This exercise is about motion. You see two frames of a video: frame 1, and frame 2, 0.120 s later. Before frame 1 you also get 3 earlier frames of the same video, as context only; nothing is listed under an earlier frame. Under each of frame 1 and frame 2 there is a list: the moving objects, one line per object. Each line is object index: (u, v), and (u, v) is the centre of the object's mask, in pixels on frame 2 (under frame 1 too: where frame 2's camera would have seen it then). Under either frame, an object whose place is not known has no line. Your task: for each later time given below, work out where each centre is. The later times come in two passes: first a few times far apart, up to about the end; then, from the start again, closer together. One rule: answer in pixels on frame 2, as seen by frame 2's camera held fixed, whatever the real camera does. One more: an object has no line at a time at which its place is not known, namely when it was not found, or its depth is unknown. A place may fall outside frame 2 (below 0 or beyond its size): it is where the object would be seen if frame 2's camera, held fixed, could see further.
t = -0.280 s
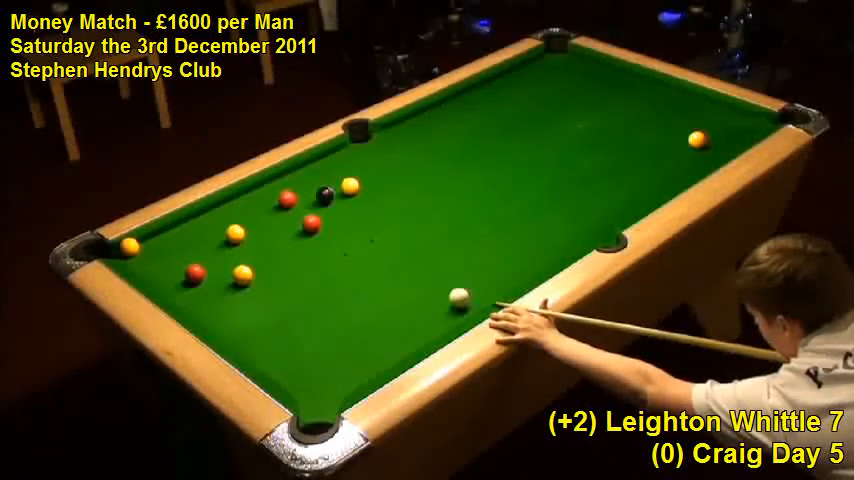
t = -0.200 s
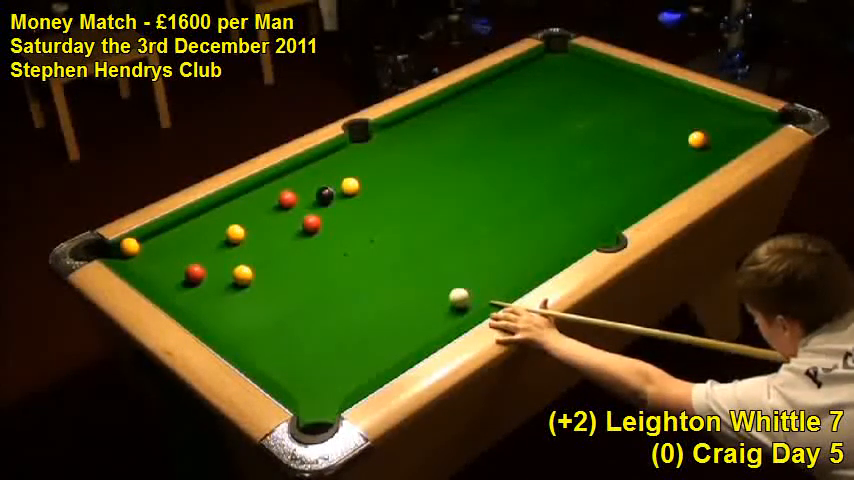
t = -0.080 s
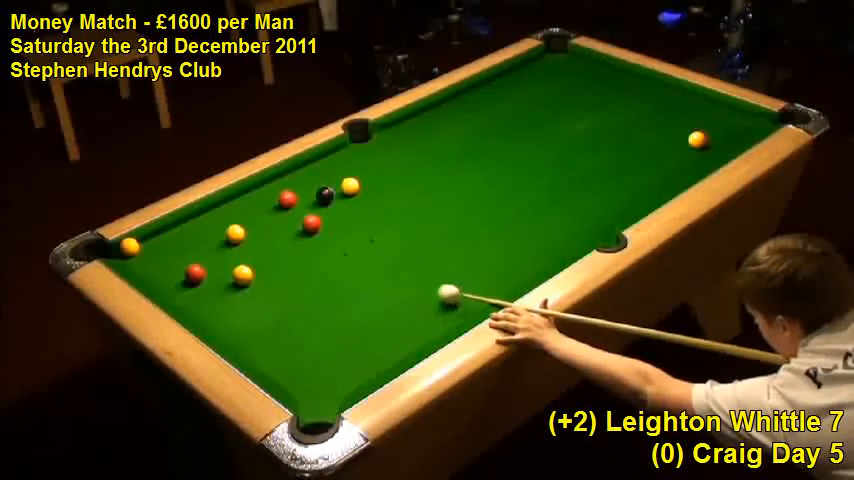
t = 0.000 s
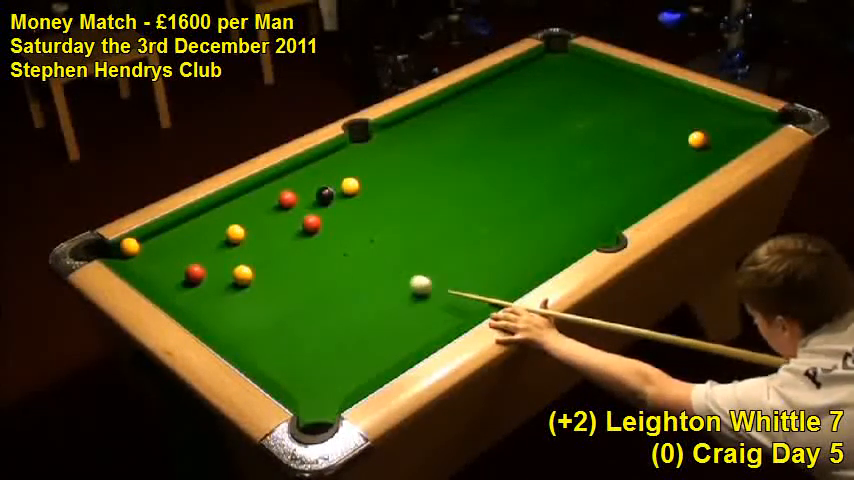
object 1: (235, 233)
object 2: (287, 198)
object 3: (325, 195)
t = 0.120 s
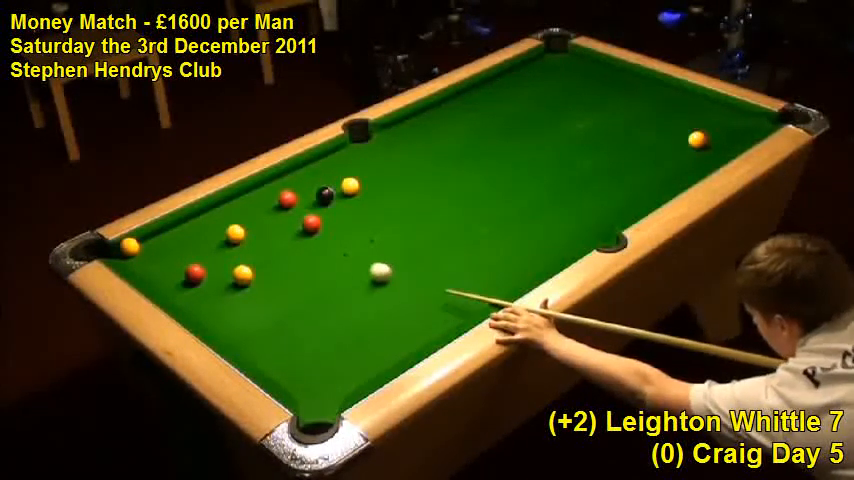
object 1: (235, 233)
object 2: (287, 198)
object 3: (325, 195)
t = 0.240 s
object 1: (235, 233)
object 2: (287, 198)
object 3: (325, 195)
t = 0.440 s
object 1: (235, 233)
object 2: (287, 198)
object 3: (324, 195)
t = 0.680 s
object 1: (213, 236)
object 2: (287, 198)
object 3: (324, 195)
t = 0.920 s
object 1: (180, 240)
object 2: (287, 198)
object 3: (324, 195)
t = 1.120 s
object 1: (153, 243)
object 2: (288, 198)
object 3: (324, 195)
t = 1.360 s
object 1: (144, 244)
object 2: (302, 196)
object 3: (324, 195)
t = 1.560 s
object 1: (140, 244)
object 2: (309, 194)
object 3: (328, 195)
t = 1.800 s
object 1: (136, 244)
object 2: (311, 193)
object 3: (333, 195)
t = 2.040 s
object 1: (136, 244)
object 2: (311, 193)
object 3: (336, 194)
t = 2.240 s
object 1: (136, 244)
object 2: (311, 193)
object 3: (339, 194)
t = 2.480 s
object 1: (136, 244)
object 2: (311, 193)
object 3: (339, 194)
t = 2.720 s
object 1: (135, 245)
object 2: (311, 194)
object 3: (339, 194)
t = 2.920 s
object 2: (311, 194)
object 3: (339, 194)
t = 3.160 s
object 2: (311, 194)
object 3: (339, 194)
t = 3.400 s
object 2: (311, 194)
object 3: (338, 194)
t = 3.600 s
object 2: (311, 194)
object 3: (338, 194)
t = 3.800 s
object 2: (311, 194)
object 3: (338, 194)
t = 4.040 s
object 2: (311, 194)
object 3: (338, 194)
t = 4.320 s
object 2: (311, 194)
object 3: (338, 194)
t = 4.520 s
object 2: (311, 194)
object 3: (338, 194)
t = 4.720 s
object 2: (311, 194)
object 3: (338, 194)
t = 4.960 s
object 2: (311, 194)
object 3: (338, 194)
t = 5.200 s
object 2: (311, 194)
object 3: (338, 194)
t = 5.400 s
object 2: (311, 194)
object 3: (338, 194)
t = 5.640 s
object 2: (311, 194)
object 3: (338, 194)
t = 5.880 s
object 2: (311, 194)
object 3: (338, 194)
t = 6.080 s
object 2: (311, 194)
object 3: (338, 194)
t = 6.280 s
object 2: (311, 193)
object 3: (338, 194)
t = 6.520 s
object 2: (311, 193)
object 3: (338, 194)
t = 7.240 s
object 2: (311, 193)
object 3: (338, 195)
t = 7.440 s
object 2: (311, 193)
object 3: (338, 195)
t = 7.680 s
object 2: (311, 193)
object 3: (338, 194)
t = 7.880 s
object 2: (311, 193)
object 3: (338, 194)
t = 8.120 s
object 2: (311, 194)
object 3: (338, 194)
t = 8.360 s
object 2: (311, 194)
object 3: (338, 194)
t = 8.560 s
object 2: (311, 194)
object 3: (338, 194)
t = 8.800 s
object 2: (311, 193)
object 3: (338, 194)
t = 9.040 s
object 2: (311, 194)
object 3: (338, 194)
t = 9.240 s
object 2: (311, 194)
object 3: (338, 194)
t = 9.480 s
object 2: (311, 194)
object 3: (338, 194)
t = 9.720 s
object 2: (311, 194)
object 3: (338, 194)
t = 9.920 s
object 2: (311, 194)
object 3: (339, 194)
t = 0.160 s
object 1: (235, 233)
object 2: (287, 198)
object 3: (325, 195)
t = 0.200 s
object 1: (235, 233)
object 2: (287, 198)
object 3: (325, 195)
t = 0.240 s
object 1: (235, 233)
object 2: (287, 198)
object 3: (325, 195)
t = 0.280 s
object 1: (235, 233)
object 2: (287, 198)
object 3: (325, 195)
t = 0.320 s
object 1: (235, 233)
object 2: (287, 198)
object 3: (325, 195)
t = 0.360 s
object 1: (235, 233)
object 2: (287, 198)
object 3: (325, 195)
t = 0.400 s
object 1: (235, 233)
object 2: (287, 198)
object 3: (325, 195)
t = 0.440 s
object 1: (235, 233)
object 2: (287, 198)
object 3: (324, 195)
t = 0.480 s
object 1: (235, 233)
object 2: (287, 198)
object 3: (324, 195)
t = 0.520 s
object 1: (235, 233)
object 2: (287, 198)
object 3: (324, 195)
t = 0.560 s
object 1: (232, 234)
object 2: (287, 198)
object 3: (324, 195)
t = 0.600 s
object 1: (225, 235)
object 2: (287, 198)
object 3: (324, 195)
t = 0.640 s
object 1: (219, 235)
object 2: (287, 198)
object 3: (324, 195)
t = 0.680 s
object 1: (213, 236)
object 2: (287, 198)
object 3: (324, 195)
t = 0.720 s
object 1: (208, 237)
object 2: (287, 198)
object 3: (324, 195)
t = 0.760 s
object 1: (202, 237)
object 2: (287, 198)
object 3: (324, 195)
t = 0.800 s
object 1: (196, 238)
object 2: (287, 198)
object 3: (324, 195)
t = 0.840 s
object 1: (191, 239)
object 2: (287, 198)
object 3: (324, 195)
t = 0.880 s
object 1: (185, 240)
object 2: (287, 198)
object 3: (324, 195)
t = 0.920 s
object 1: (180, 240)
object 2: (287, 198)
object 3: (324, 195)
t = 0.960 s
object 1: (175, 241)
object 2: (287, 198)
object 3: (324, 195)
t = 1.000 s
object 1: (169, 241)
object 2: (287, 198)
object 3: (324, 195)
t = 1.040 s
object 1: (164, 242)
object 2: (288, 198)
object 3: (324, 195)
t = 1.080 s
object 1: (159, 243)
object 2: (288, 198)
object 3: (324, 195)
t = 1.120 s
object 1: (153, 243)
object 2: (288, 198)
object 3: (324, 195)
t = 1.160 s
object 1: (148, 244)
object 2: (289, 198)
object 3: (324, 195)
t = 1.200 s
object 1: (147, 244)
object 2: (292, 198)
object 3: (324, 195)
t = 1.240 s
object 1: (146, 244)
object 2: (295, 197)
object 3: (324, 195)
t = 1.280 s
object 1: (145, 244)
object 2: (297, 197)
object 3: (324, 195)
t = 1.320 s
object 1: (145, 244)
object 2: (300, 196)
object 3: (324, 195)
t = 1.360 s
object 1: (144, 244)
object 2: (302, 196)
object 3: (324, 195)
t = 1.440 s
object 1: (142, 244)
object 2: (307, 195)
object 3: (325, 195)
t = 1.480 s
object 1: (141, 244)
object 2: (308, 195)
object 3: (326, 195)
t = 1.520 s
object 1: (140, 244)
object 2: (309, 195)
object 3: (327, 195)
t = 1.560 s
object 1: (140, 244)
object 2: (309, 194)
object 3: (328, 195)
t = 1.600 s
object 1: (139, 244)
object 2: (309, 194)
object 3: (328, 195)
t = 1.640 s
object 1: (138, 244)
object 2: (310, 194)
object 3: (329, 195)
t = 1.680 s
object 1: (138, 244)
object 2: (310, 194)
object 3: (330, 195)
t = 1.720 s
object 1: (137, 244)
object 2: (311, 194)
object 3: (331, 195)
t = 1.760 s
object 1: (137, 244)
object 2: (310, 194)
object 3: (332, 195)
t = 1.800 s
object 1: (136, 244)
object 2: (311, 193)
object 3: (333, 195)
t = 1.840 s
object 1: (136, 244)
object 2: (311, 193)
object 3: (334, 195)
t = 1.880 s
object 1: (136, 244)
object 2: (311, 193)
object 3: (335, 195)
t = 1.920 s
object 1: (136, 244)
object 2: (311, 193)
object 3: (335, 194)
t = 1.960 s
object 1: (136, 244)
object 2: (311, 193)
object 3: (336, 194)
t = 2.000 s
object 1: (136, 244)
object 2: (311, 193)
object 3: (336, 194)
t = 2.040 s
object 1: (136, 244)
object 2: (311, 193)
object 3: (336, 194)
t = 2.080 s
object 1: (136, 244)
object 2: (311, 193)
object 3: (337, 194)
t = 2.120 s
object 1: (136, 244)
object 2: (311, 193)
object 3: (338, 194)
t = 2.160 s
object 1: (136, 244)
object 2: (311, 193)
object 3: (338, 194)
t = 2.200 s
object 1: (136, 244)
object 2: (311, 193)
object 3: (338, 194)
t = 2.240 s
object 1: (136, 244)
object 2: (311, 193)
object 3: (339, 194)
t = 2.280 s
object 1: (136, 244)
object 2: (311, 193)
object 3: (339, 194)
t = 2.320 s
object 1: (136, 244)
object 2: (311, 193)
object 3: (339, 194)
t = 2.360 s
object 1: (136, 245)
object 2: (311, 193)
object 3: (339, 194)
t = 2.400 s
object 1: (136, 244)
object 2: (311, 193)
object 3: (339, 194)
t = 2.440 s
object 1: (136, 244)
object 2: (311, 193)
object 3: (339, 194)
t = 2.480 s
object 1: (136, 244)
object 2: (311, 193)
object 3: (339, 194)
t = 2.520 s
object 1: (136, 244)
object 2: (311, 193)
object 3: (339, 194)
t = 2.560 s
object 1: (136, 244)
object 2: (311, 193)
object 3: (339, 194)
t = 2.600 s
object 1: (136, 244)
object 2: (311, 193)
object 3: (339, 194)
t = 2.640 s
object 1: (136, 244)
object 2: (311, 194)
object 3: (339, 194)
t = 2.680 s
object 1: (136, 244)
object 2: (311, 194)
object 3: (339, 194)
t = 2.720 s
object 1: (135, 245)
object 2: (311, 194)
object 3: (339, 194)
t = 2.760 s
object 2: (311, 193)
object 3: (339, 194)
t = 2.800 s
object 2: (311, 193)
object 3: (339, 194)
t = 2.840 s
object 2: (311, 193)
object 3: (339, 194)
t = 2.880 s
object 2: (311, 194)
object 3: (339, 194)
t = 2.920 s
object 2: (311, 194)
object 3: (339, 194)
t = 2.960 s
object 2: (311, 194)
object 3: (339, 194)
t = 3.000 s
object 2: (311, 194)
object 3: (338, 194)
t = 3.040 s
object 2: (311, 194)
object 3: (339, 194)
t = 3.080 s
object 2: (311, 194)
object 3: (339, 194)
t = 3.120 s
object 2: (311, 194)
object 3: (338, 194)
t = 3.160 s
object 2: (311, 194)
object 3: (339, 194)
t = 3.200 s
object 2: (311, 194)
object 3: (338, 194)
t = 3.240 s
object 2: (311, 194)
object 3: (338, 194)
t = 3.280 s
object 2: (311, 194)
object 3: (338, 194)
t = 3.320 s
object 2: (311, 194)
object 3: (338, 194)
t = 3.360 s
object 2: (311, 194)
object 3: (338, 194)
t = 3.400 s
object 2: (311, 194)
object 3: (338, 194)
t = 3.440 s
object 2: (311, 194)
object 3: (338, 194)
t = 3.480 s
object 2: (311, 194)
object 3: (338, 194)
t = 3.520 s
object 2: (311, 194)
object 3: (338, 194)
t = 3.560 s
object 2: (311, 194)
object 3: (338, 194)
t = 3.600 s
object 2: (311, 194)
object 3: (338, 194)
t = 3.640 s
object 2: (311, 194)
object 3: (338, 194)
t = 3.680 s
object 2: (311, 194)
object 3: (338, 194)
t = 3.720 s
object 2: (311, 194)
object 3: (338, 194)
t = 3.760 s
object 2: (311, 194)
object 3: (338, 194)
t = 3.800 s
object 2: (311, 194)
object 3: (338, 194)
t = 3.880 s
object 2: (311, 194)
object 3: (338, 194)
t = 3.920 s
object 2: (311, 194)
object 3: (338, 194)
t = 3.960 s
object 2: (311, 194)
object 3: (338, 194)
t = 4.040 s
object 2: (311, 194)
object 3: (338, 194)
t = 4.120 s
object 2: (311, 194)
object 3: (338, 194)
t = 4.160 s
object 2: (311, 194)
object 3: (338, 194)
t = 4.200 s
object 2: (311, 194)
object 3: (338, 194)
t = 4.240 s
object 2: (311, 194)
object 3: (338, 194)
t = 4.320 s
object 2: (311, 194)
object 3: (338, 194)
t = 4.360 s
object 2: (311, 194)
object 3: (338, 194)
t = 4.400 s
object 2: (311, 194)
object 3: (338, 194)
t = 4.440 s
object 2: (311, 194)
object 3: (338, 194)
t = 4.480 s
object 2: (311, 194)
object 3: (338, 194)
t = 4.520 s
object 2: (311, 194)
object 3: (338, 194)
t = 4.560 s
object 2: (311, 194)
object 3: (338, 194)
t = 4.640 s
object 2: (311, 194)
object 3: (338, 194)
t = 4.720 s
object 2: (311, 194)
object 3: (338, 194)
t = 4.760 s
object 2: (311, 194)
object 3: (338, 194)
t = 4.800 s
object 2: (311, 194)
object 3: (338, 194)
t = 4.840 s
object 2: (311, 194)
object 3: (338, 194)
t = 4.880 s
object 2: (311, 194)
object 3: (338, 194)
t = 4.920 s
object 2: (311, 194)
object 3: (338, 194)
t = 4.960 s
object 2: (311, 194)
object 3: (338, 194)
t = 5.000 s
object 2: (311, 194)
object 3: (338, 194)
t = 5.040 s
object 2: (311, 194)
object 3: (338, 194)
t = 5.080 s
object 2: (311, 194)
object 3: (338, 194)
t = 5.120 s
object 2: (311, 194)
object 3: (338, 194)
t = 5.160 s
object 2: (311, 194)
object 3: (338, 194)
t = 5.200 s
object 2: (311, 194)
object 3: (338, 194)
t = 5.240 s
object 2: (311, 194)
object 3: (338, 194)
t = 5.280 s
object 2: (311, 194)
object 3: (338, 194)
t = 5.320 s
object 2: (311, 194)
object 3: (338, 194)
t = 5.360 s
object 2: (311, 194)
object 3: (338, 194)
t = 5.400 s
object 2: (311, 194)
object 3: (338, 194)
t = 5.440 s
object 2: (311, 194)
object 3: (338, 194)
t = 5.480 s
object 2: (311, 194)
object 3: (338, 194)
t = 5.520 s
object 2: (311, 194)
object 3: (338, 194)
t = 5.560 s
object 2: (311, 194)
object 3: (338, 194)
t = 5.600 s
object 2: (311, 194)
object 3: (338, 194)
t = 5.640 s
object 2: (311, 194)
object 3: (338, 194)
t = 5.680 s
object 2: (311, 194)
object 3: (338, 194)
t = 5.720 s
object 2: (311, 194)
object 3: (338, 194)
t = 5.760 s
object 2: (311, 194)
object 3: (338, 194)
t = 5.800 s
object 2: (311, 194)
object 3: (338, 194)
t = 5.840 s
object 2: (311, 194)
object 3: (338, 194)
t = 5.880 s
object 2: (311, 194)
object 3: (338, 194)
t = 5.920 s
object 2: (311, 194)
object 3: (338, 194)
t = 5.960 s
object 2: (311, 194)
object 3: (338, 194)
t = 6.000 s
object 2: (311, 194)
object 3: (338, 194)
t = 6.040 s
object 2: (311, 194)
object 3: (338, 194)
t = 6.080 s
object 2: (311, 194)
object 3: (338, 194)
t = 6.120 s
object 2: (311, 194)
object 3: (338, 194)
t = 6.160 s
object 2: (311, 194)
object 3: (338, 194)
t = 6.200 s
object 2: (311, 193)
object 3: (338, 194)
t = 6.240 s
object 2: (311, 193)
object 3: (338, 194)
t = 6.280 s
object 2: (311, 193)
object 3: (338, 194)
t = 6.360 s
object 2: (311, 193)
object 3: (338, 194)
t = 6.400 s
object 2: (311, 193)
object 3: (338, 193)
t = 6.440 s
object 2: (311, 193)
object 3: (338, 194)
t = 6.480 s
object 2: (311, 193)
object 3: (338, 194)
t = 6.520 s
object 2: (311, 193)
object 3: (338, 194)
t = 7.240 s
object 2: (311, 193)
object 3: (338, 195)
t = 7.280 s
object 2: (311, 193)
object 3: (338, 195)
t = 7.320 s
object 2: (311, 193)
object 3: (338, 195)
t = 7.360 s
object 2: (311, 193)
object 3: (338, 194)
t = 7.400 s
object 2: (311, 193)
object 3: (338, 195)
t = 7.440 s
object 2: (311, 193)
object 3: (338, 195)
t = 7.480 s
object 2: (311, 193)
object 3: (338, 194)
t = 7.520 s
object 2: (311, 193)
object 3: (338, 194)
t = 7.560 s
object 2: (311, 193)
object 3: (338, 194)
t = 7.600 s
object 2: (311, 193)
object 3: (338, 194)
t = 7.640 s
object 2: (311, 193)
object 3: (338, 194)
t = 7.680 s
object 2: (311, 193)
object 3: (338, 194)
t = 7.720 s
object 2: (311, 193)
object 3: (338, 194)
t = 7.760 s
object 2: (311, 193)
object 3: (338, 194)
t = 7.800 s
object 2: (311, 193)
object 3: (338, 194)
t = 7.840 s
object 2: (311, 193)
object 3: (338, 194)
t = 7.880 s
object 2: (311, 193)
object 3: (338, 194)
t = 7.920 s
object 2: (311, 193)
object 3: (338, 194)
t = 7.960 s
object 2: (311, 194)
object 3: (338, 194)
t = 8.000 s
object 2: (311, 194)
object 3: (338, 194)
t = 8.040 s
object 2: (311, 194)
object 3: (338, 194)
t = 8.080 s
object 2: (311, 194)
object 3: (338, 194)
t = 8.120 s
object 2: (311, 194)
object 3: (338, 194)
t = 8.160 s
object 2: (311, 194)
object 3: (338, 194)
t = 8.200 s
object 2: (311, 194)
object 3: (338, 194)
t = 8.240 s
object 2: (311, 194)
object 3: (338, 194)
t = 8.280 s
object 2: (311, 194)
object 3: (338, 194)
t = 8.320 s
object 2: (311, 194)
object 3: (338, 194)
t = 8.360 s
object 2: (311, 194)
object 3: (338, 194)
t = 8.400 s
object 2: (311, 194)
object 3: (338, 194)
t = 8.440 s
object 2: (311, 194)
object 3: (338, 194)
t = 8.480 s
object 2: (311, 194)
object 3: (338, 194)
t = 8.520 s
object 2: (311, 194)
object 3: (338, 194)
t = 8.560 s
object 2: (311, 194)
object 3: (338, 194)
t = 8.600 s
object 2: (311, 194)
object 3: (338, 194)
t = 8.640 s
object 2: (311, 194)
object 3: (338, 194)
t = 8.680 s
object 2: (311, 193)
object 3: (338, 194)
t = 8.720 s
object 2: (311, 193)
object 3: (338, 194)
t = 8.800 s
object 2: (311, 193)
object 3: (338, 194)
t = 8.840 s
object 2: (311, 193)
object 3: (338, 194)
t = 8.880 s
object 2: (311, 193)
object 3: (338, 194)
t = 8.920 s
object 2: (311, 193)
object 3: (338, 194)
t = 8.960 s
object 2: (311, 193)
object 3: (338, 194)
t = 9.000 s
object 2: (311, 194)
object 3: (338, 194)
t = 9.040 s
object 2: (311, 194)
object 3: (338, 194)
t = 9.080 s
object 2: (311, 194)
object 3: (338, 194)
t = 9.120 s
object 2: (311, 193)
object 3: (338, 194)
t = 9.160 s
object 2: (311, 193)
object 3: (338, 194)
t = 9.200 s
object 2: (311, 193)
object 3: (338, 194)
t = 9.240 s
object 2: (311, 194)
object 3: (338, 194)
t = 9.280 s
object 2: (311, 194)
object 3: (338, 194)
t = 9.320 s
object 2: (311, 194)
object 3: (338, 194)
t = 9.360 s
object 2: (311, 193)
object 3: (338, 194)
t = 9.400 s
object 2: (311, 194)
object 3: (338, 194)
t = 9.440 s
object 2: (311, 194)
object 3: (338, 194)
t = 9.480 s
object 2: (311, 194)
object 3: (338, 194)
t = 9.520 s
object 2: (311, 194)
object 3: (338, 194)
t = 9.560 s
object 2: (311, 194)
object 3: (338, 194)
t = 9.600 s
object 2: (311, 194)
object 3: (338, 194)
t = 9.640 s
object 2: (311, 194)
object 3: (338, 194)
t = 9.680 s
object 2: (311, 194)
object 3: (338, 193)
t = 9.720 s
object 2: (311, 194)
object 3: (338, 194)
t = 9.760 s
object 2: (311, 194)
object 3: (338, 193)
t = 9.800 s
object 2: (311, 194)
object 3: (338, 193)
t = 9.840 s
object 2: (311, 194)
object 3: (338, 193)
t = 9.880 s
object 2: (311, 194)
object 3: (338, 194)
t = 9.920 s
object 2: (311, 194)
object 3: (339, 194)
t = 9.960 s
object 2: (311, 194)
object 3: (338, 194)
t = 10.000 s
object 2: (311, 194)
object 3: (338, 194)
